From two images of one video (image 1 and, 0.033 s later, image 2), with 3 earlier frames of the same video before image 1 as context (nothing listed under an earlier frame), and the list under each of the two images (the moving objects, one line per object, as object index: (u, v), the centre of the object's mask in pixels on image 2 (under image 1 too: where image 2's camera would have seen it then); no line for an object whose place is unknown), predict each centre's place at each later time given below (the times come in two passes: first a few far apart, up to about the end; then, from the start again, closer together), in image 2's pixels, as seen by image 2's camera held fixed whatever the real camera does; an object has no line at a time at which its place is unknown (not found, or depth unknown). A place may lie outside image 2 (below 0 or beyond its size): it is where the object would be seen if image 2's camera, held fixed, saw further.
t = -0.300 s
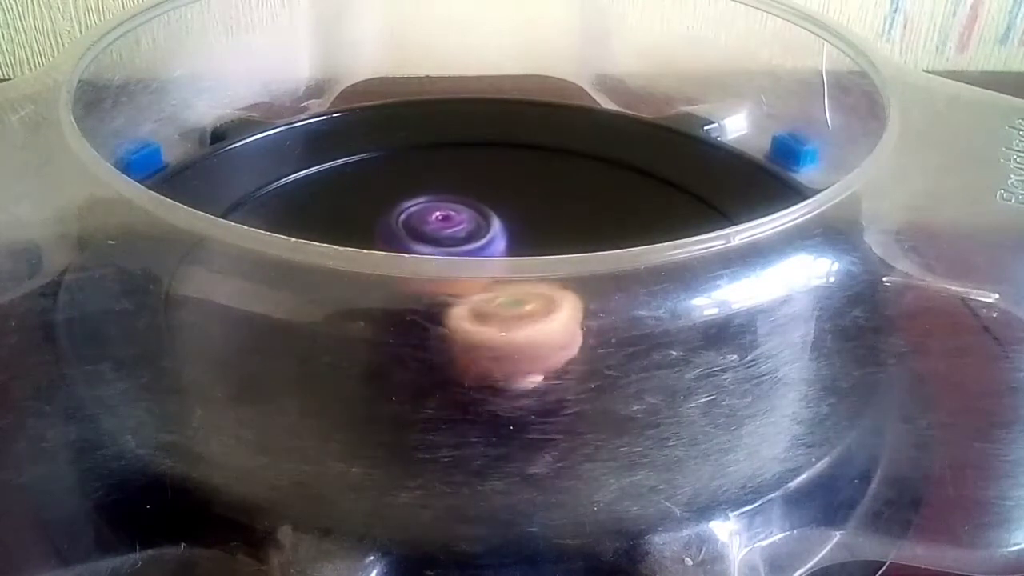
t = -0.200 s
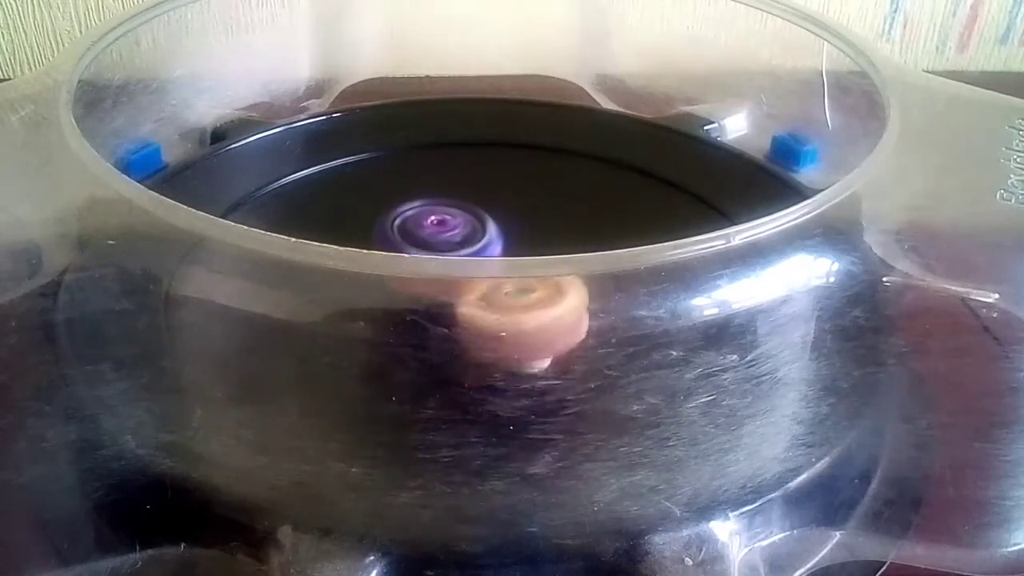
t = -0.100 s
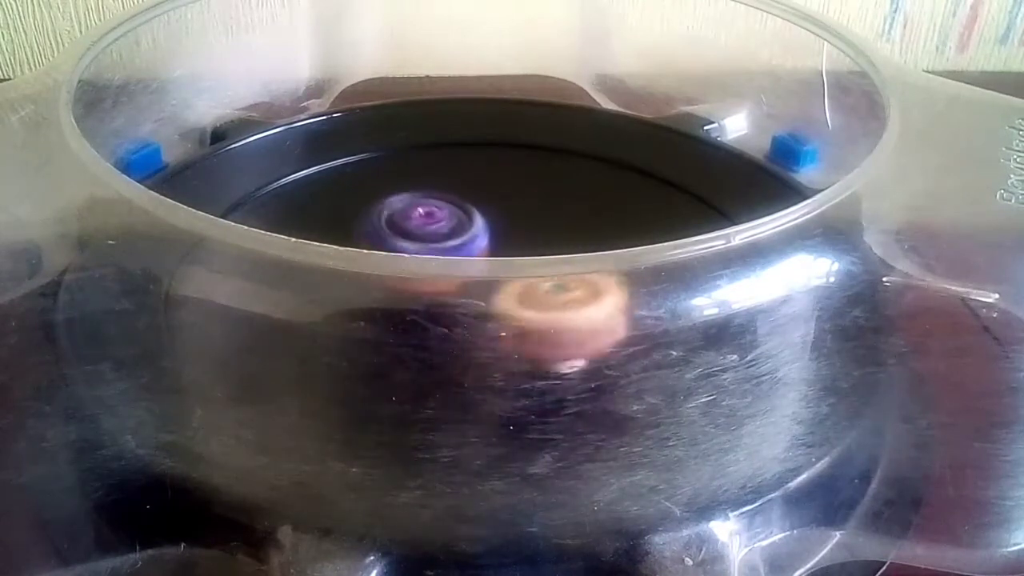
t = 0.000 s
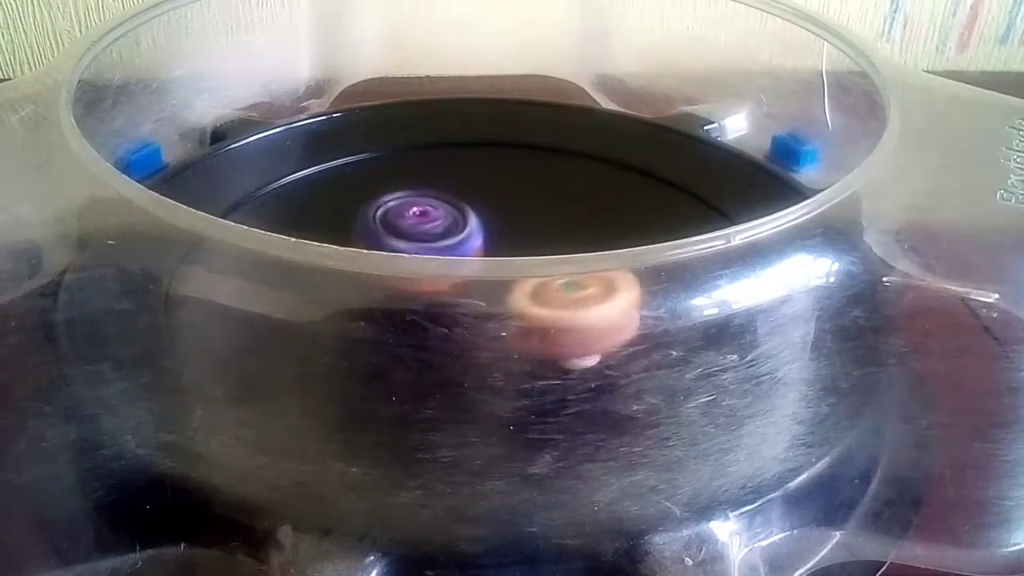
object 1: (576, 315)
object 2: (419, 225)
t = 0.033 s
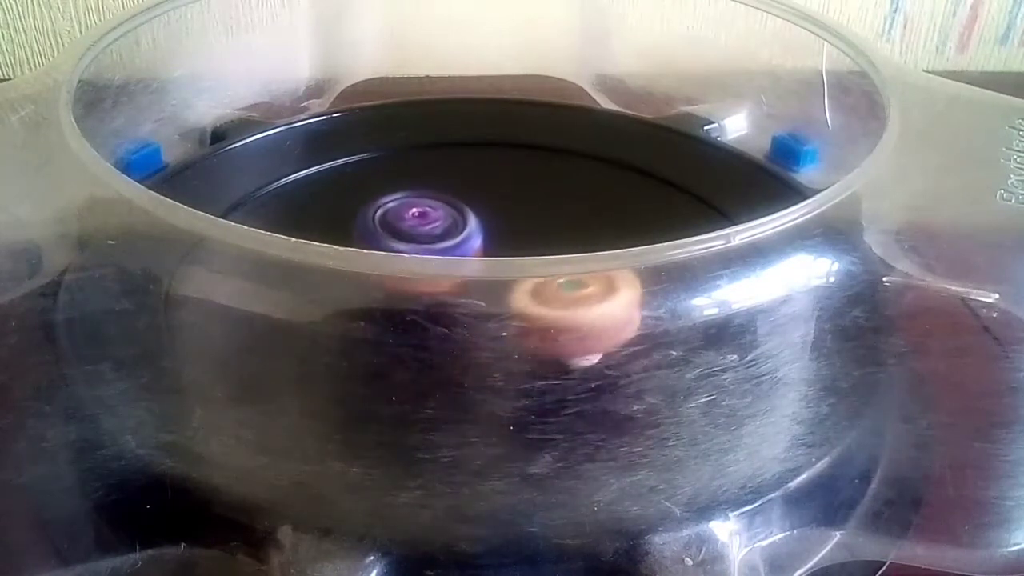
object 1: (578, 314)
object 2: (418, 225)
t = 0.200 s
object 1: (575, 308)
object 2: (415, 228)
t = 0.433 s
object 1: (614, 304)
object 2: (399, 228)
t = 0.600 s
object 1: (591, 306)
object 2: (396, 230)
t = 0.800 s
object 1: (541, 295)
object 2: (407, 235)
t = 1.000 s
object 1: (542, 296)
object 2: (402, 237)
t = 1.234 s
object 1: (539, 308)
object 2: (400, 239)
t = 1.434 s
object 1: (548, 309)
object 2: (396, 239)
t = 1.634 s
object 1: (542, 307)
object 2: (404, 239)
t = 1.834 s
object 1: (547, 296)
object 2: (410, 238)
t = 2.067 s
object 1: (562, 286)
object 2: (413, 238)
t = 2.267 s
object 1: (563, 278)
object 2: (420, 239)
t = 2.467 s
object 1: (570, 276)
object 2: (418, 239)
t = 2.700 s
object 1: (565, 277)
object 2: (420, 241)
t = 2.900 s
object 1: (558, 278)
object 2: (416, 242)
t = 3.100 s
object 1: (550, 278)
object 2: (415, 243)
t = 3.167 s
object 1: (549, 278)
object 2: (414, 243)
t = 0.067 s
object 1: (579, 313)
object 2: (418, 226)
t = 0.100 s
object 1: (578, 312)
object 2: (418, 227)
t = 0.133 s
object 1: (578, 311)
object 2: (418, 227)
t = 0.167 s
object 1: (577, 309)
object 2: (413, 226)
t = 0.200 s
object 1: (575, 308)
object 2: (415, 228)
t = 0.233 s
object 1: (572, 306)
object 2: (418, 229)
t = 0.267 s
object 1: (569, 295)
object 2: (422, 230)
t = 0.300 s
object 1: (564, 292)
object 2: (425, 231)
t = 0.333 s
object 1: (570, 291)
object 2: (424, 232)
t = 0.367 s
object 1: (597, 304)
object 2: (411, 229)
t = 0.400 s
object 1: (610, 304)
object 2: (403, 228)
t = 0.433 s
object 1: (614, 304)
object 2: (399, 228)
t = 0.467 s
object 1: (613, 304)
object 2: (398, 228)
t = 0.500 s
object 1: (610, 305)
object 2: (397, 228)
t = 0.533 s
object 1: (605, 305)
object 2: (397, 229)
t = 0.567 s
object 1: (598, 305)
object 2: (396, 229)
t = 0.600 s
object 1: (591, 306)
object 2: (396, 230)
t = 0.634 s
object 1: (581, 307)
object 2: (397, 231)
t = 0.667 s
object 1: (573, 307)
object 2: (398, 231)
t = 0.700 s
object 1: (565, 307)
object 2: (401, 233)
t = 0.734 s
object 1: (554, 307)
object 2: (403, 234)
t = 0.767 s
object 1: (546, 296)
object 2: (406, 234)
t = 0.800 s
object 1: (541, 295)
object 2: (407, 235)
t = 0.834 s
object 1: (548, 297)
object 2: (403, 235)
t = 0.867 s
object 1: (551, 307)
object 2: (402, 235)
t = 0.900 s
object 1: (550, 297)
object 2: (403, 235)
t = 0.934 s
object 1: (545, 296)
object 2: (404, 236)
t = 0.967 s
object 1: (540, 295)
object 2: (405, 237)
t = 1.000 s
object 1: (542, 296)
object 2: (402, 237)
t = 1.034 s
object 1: (550, 306)
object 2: (396, 237)
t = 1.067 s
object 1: (548, 307)
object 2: (395, 236)
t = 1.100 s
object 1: (547, 307)
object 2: (395, 237)
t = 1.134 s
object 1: (544, 308)
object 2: (397, 237)
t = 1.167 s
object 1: (542, 308)
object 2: (398, 238)
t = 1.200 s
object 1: (539, 308)
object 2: (400, 238)
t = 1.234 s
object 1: (539, 308)
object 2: (400, 239)
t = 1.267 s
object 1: (549, 309)
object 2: (396, 238)
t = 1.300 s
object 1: (552, 308)
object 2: (395, 238)
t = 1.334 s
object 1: (553, 308)
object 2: (395, 238)
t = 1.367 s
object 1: (552, 309)
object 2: (395, 238)
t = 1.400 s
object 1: (550, 309)
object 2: (395, 238)
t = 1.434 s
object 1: (548, 309)
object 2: (396, 239)
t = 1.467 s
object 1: (544, 309)
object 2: (398, 239)
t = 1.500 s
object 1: (541, 308)
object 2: (400, 239)
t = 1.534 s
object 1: (538, 308)
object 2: (402, 239)
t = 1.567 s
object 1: (542, 308)
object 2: (401, 239)
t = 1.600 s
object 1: (543, 307)
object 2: (402, 239)
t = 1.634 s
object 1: (542, 307)
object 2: (404, 239)
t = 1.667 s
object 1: (543, 307)
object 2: (406, 239)
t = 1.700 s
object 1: (547, 306)
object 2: (404, 239)
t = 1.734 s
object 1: (550, 306)
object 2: (405, 238)
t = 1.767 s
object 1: (549, 306)
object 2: (406, 238)
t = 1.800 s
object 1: (550, 306)
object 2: (408, 238)
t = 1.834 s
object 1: (547, 296)
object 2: (410, 238)
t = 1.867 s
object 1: (549, 294)
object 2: (411, 238)
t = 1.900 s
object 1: (550, 293)
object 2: (411, 238)
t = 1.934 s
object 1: (552, 291)
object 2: (413, 238)
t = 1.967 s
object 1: (551, 290)
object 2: (415, 238)
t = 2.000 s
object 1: (558, 288)
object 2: (412, 238)
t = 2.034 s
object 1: (561, 287)
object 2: (412, 238)
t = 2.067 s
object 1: (562, 286)
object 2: (413, 238)
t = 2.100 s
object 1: (562, 285)
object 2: (414, 238)
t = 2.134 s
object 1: (561, 283)
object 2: (416, 238)
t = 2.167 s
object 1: (559, 282)
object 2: (418, 238)
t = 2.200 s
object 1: (557, 280)
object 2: (420, 238)
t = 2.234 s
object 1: (560, 279)
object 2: (420, 238)
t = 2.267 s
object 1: (563, 278)
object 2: (420, 239)
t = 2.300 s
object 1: (570, 278)
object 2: (416, 238)
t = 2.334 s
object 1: (571, 278)
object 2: (415, 238)
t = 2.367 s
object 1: (573, 277)
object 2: (416, 239)
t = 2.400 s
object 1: (573, 277)
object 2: (416, 239)
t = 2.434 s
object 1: (572, 276)
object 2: (416, 239)
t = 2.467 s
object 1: (570, 276)
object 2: (418, 239)
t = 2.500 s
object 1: (568, 277)
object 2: (421, 239)
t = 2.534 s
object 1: (565, 277)
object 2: (422, 240)
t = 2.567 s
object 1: (561, 278)
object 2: (424, 240)
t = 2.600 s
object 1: (561, 277)
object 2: (423, 240)
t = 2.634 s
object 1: (560, 278)
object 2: (423, 240)
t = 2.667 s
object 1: (566, 276)
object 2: (420, 241)
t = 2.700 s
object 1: (565, 277)
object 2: (420, 241)
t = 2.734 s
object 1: (565, 277)
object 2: (420, 241)
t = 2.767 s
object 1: (565, 277)
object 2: (420, 241)
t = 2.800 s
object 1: (558, 278)
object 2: (420, 241)
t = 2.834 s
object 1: (558, 278)
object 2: (420, 242)
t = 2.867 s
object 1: (558, 278)
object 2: (417, 242)
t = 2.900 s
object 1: (558, 278)
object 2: (416, 242)
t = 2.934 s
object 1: (556, 278)
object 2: (416, 242)
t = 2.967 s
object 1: (554, 278)
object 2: (417, 242)
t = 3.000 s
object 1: (555, 278)
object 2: (416, 242)
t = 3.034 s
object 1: (554, 278)
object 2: (415, 243)
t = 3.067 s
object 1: (550, 278)
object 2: (415, 243)
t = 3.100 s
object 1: (550, 278)
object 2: (415, 243)
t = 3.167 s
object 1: (549, 278)
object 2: (414, 243)
